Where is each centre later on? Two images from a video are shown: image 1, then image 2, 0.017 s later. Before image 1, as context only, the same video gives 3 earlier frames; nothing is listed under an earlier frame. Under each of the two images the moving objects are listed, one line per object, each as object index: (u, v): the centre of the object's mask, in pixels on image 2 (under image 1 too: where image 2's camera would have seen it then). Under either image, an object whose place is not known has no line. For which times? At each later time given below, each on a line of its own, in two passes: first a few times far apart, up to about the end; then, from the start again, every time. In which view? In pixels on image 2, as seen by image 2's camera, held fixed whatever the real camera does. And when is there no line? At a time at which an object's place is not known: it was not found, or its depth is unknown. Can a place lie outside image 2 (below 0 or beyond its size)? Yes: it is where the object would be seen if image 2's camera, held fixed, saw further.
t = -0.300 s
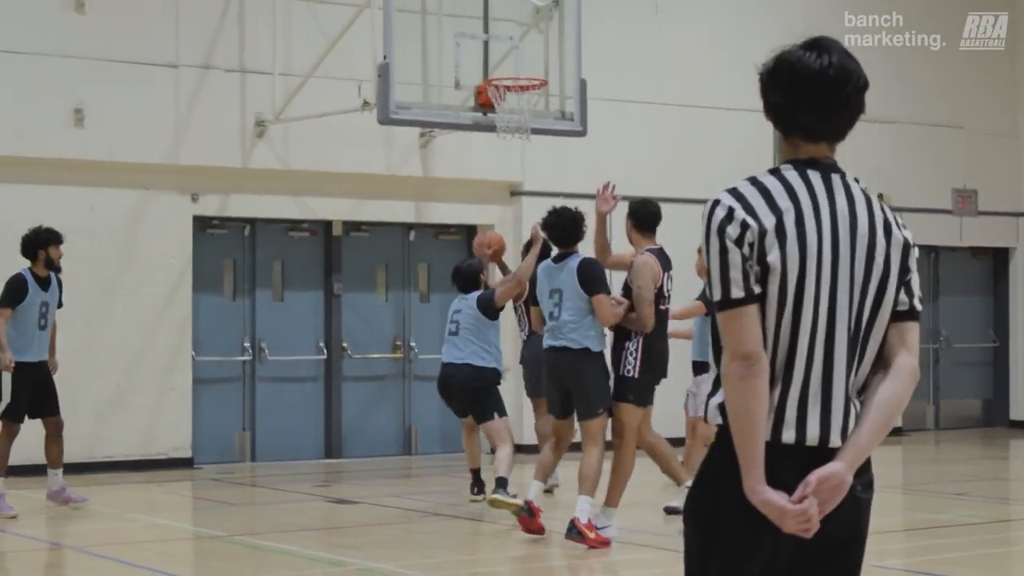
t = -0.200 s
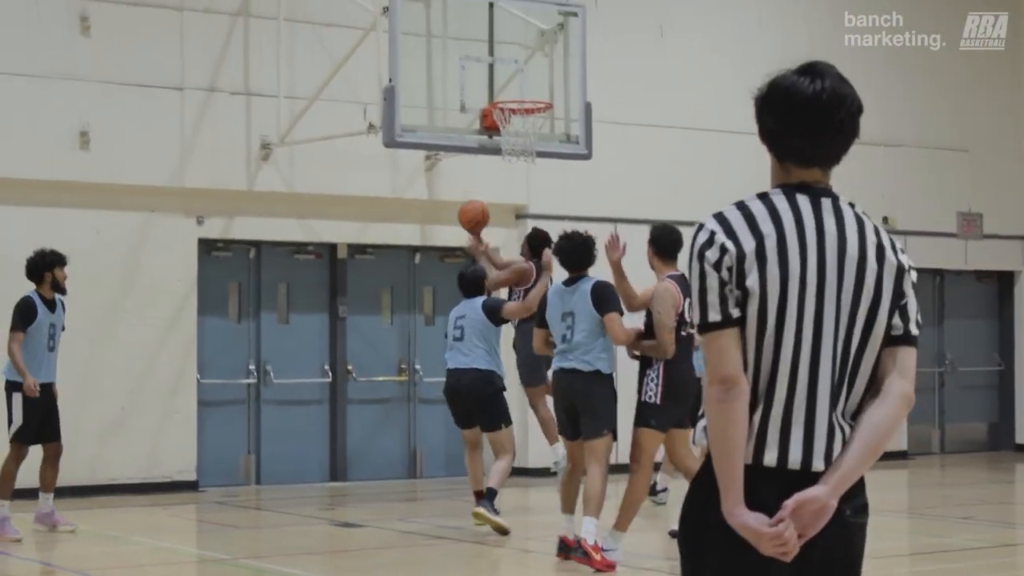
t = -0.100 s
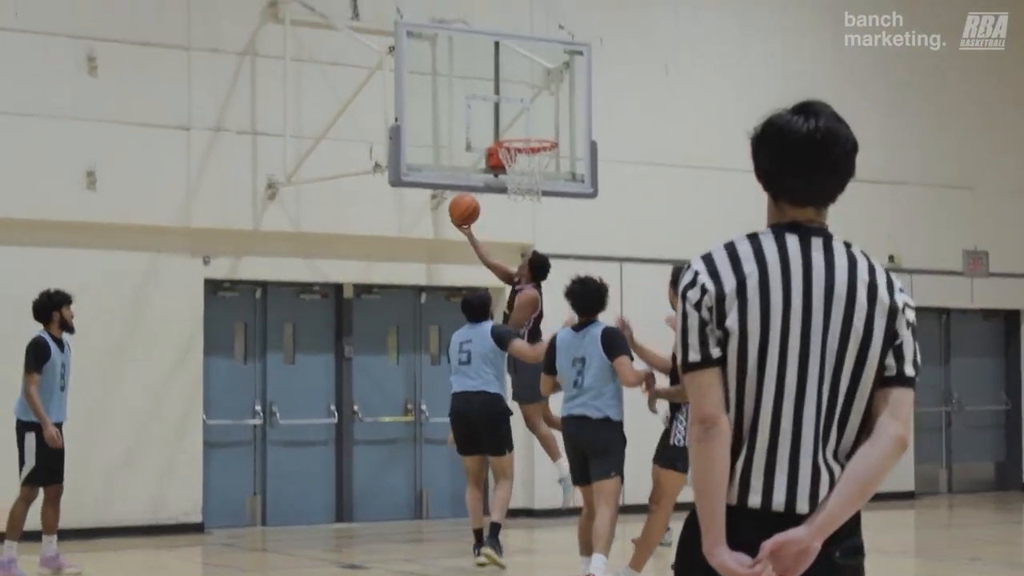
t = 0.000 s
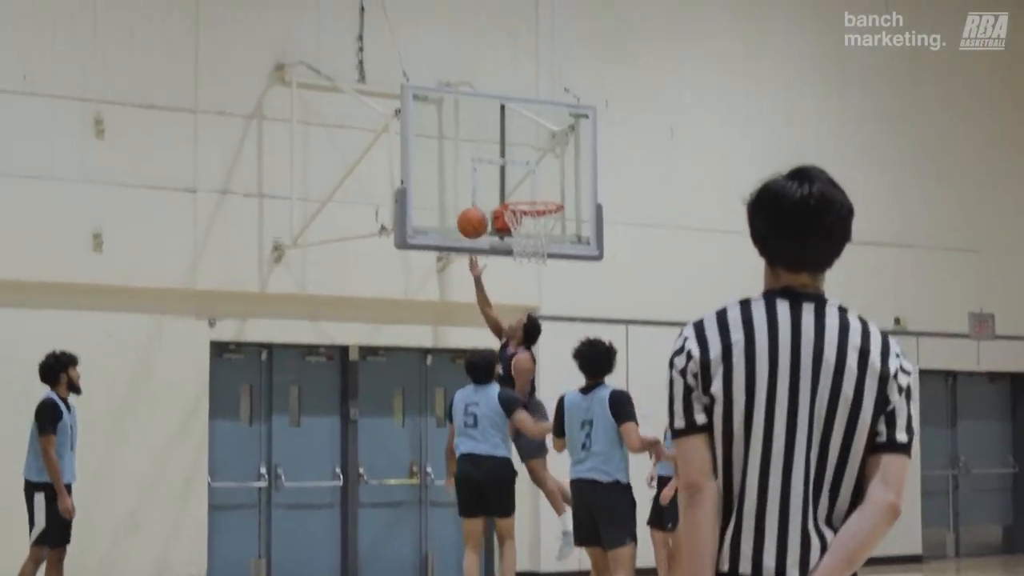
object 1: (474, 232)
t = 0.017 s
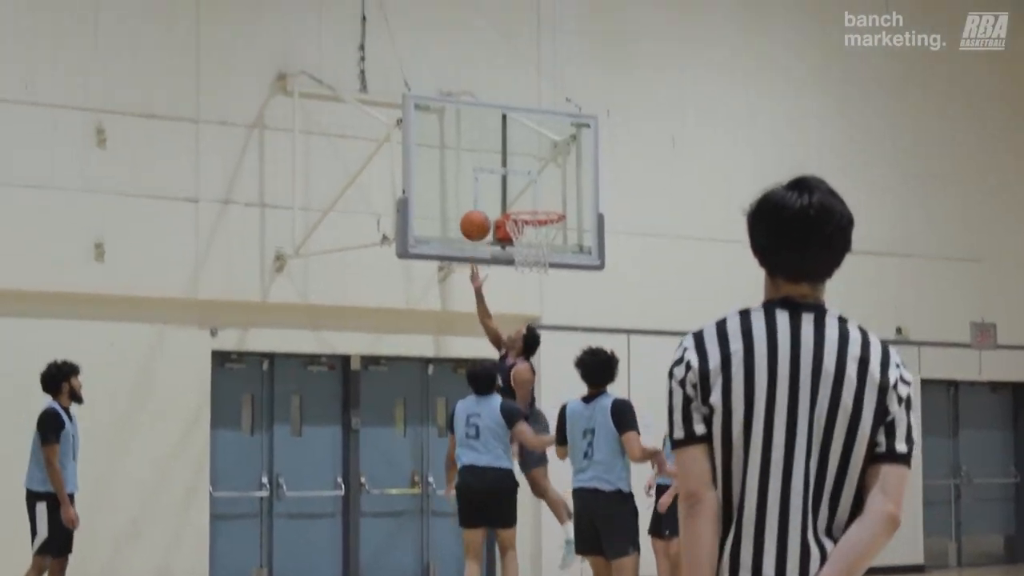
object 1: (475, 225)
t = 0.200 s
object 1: (489, 172)
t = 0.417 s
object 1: (524, 164)
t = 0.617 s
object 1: (553, 203)
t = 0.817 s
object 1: (526, 201)
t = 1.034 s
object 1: (543, 201)
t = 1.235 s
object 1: (530, 223)
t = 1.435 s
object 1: (526, 250)
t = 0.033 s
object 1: (476, 218)
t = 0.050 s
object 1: (477, 212)
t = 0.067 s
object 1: (478, 206)
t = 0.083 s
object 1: (479, 200)
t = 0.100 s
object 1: (480, 195)
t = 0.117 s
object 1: (481, 190)
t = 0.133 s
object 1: (483, 186)
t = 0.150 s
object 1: (483, 182)
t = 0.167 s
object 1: (484, 179)
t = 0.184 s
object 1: (487, 175)
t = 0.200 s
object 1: (489, 172)
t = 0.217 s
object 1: (492, 170)
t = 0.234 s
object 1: (494, 167)
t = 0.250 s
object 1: (497, 165)
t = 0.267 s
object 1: (500, 164)
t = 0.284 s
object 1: (503, 162)
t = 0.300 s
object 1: (505, 161)
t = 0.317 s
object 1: (508, 161)
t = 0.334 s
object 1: (510, 161)
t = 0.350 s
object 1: (513, 161)
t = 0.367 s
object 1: (516, 161)
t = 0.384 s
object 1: (518, 162)
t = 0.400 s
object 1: (521, 163)
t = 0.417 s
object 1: (524, 164)
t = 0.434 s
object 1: (527, 166)
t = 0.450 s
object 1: (529, 168)
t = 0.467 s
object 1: (532, 171)
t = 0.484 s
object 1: (535, 173)
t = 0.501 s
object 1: (537, 177)
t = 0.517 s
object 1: (540, 180)
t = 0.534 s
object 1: (543, 184)
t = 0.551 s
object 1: (545, 188)
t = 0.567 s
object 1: (548, 193)
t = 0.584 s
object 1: (550, 197)
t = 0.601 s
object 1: (553, 201)
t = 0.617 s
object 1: (553, 203)
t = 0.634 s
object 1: (548, 202)
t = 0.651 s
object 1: (544, 201)
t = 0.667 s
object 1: (540, 201)
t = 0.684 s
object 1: (535, 201)
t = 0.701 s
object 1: (531, 201)
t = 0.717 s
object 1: (527, 202)
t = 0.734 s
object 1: (522, 203)
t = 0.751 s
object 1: (517, 204)
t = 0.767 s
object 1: (518, 204)
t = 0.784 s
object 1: (520, 203)
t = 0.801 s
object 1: (524, 201)
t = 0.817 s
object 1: (526, 201)
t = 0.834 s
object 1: (529, 200)
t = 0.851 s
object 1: (532, 200)
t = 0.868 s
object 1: (535, 200)
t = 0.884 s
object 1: (538, 200)
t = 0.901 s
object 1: (540, 201)
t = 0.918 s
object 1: (543, 201)
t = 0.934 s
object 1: (546, 202)
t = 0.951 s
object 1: (549, 203)
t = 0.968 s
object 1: (548, 202)
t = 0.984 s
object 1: (547, 201)
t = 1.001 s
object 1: (545, 201)
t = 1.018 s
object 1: (544, 200)
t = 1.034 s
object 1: (543, 201)
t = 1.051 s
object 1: (542, 200)
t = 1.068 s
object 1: (541, 200)
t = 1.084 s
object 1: (540, 202)
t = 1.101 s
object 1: (539, 202)
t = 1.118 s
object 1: (538, 201)
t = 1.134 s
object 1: (537, 202)
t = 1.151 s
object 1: (535, 203)
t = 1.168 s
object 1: (534, 204)
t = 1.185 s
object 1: (533, 213)
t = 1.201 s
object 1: (532, 215)
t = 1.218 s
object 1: (531, 219)
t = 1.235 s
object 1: (530, 223)
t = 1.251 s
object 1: (528, 227)
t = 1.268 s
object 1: (528, 229)
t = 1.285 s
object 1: (527, 231)
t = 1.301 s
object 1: (526, 233)
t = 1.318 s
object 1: (526, 234)
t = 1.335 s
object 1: (526, 237)
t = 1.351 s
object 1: (525, 238)
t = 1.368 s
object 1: (526, 240)
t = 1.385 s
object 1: (525, 241)
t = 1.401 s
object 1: (525, 244)
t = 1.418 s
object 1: (525, 248)
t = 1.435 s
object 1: (526, 250)
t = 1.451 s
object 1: (526, 252)
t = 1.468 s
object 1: (526, 254)
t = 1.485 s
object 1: (526, 256)
